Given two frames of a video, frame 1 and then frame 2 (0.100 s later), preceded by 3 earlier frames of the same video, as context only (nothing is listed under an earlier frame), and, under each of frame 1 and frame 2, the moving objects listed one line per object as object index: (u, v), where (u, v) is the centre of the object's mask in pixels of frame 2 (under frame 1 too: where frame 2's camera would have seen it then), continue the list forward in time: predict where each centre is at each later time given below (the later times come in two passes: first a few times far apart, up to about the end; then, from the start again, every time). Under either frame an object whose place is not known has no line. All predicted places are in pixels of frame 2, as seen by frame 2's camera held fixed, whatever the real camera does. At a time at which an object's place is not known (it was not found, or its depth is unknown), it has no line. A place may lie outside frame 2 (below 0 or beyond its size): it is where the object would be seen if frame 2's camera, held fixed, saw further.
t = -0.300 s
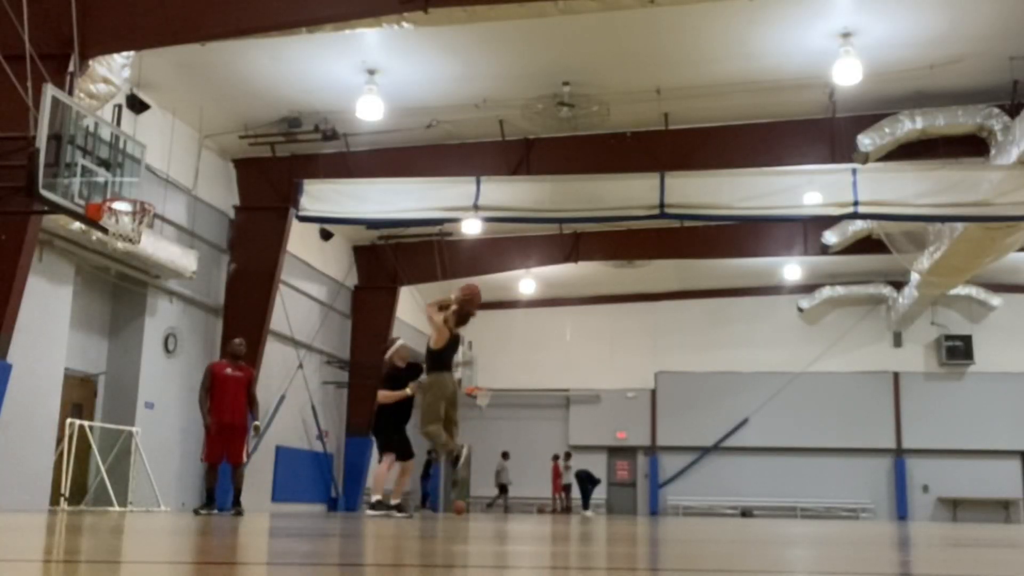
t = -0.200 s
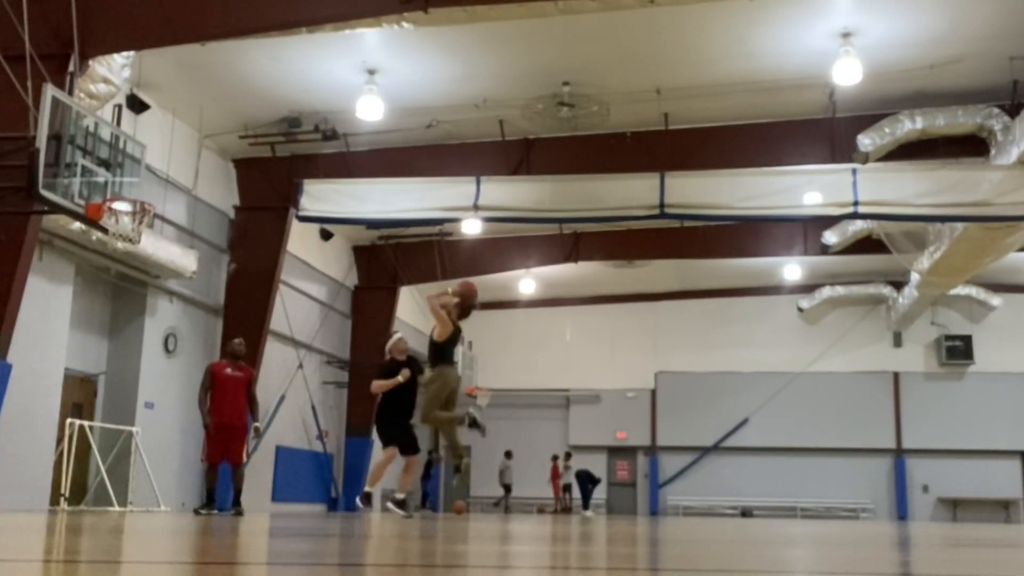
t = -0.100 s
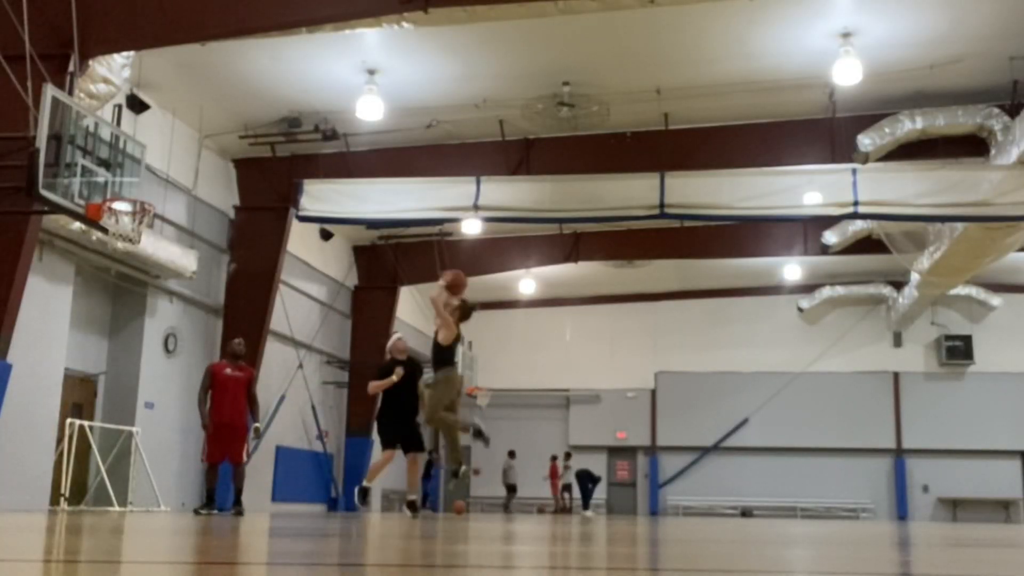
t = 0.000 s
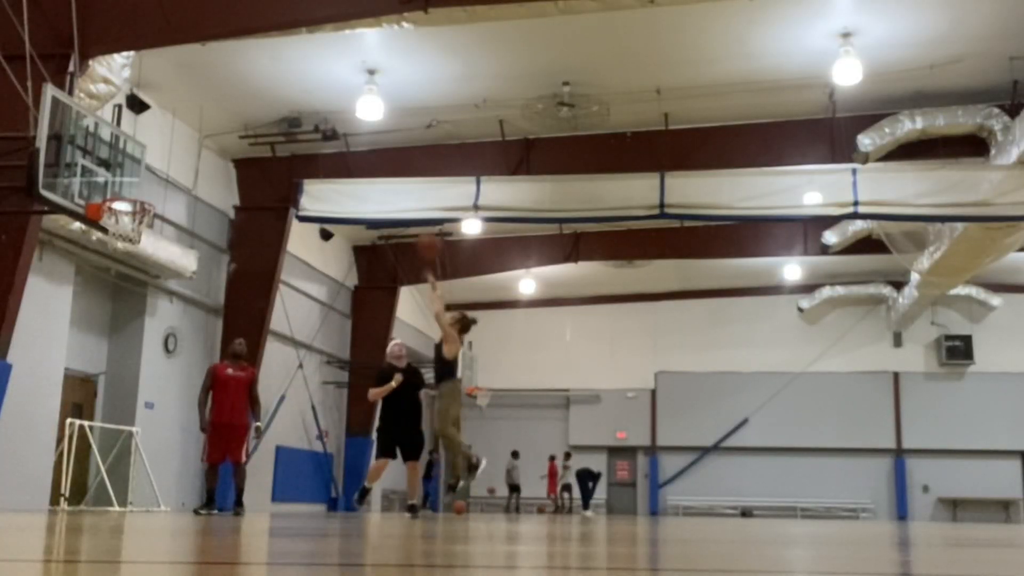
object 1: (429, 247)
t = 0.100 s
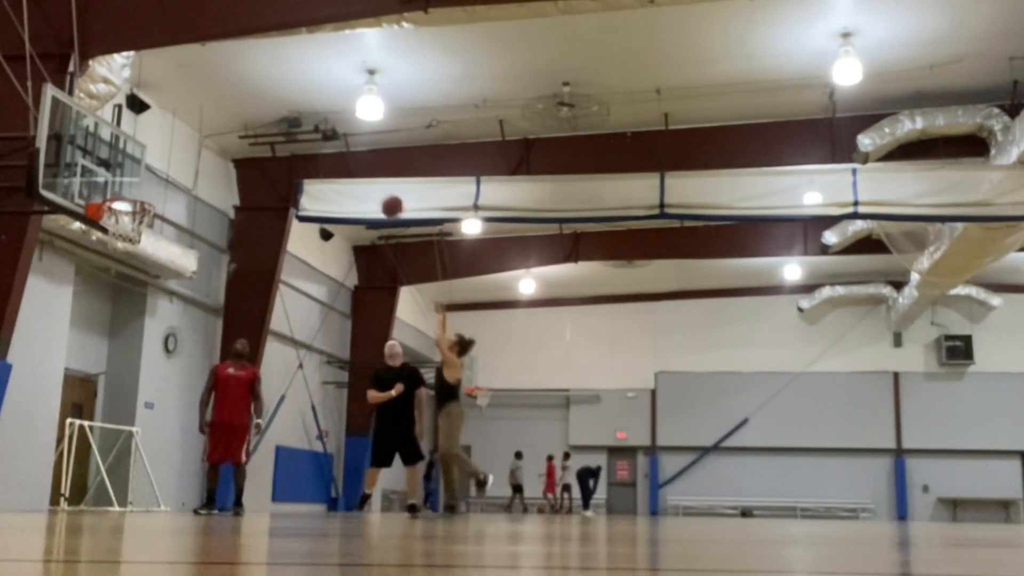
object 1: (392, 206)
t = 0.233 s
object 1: (344, 169)
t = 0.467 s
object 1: (261, 149)
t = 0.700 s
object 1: (174, 176)
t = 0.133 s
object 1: (380, 195)
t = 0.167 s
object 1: (368, 184)
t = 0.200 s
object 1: (355, 176)
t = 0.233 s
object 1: (344, 169)
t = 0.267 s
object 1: (331, 165)
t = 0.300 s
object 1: (320, 161)
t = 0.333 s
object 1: (309, 156)
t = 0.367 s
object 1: (297, 152)
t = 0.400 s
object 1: (284, 149)
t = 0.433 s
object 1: (274, 148)
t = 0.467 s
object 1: (261, 149)
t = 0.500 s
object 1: (248, 149)
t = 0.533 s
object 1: (236, 151)
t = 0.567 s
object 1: (224, 156)
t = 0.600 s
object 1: (212, 158)
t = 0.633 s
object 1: (199, 164)
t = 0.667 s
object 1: (187, 169)
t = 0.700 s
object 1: (174, 176)
